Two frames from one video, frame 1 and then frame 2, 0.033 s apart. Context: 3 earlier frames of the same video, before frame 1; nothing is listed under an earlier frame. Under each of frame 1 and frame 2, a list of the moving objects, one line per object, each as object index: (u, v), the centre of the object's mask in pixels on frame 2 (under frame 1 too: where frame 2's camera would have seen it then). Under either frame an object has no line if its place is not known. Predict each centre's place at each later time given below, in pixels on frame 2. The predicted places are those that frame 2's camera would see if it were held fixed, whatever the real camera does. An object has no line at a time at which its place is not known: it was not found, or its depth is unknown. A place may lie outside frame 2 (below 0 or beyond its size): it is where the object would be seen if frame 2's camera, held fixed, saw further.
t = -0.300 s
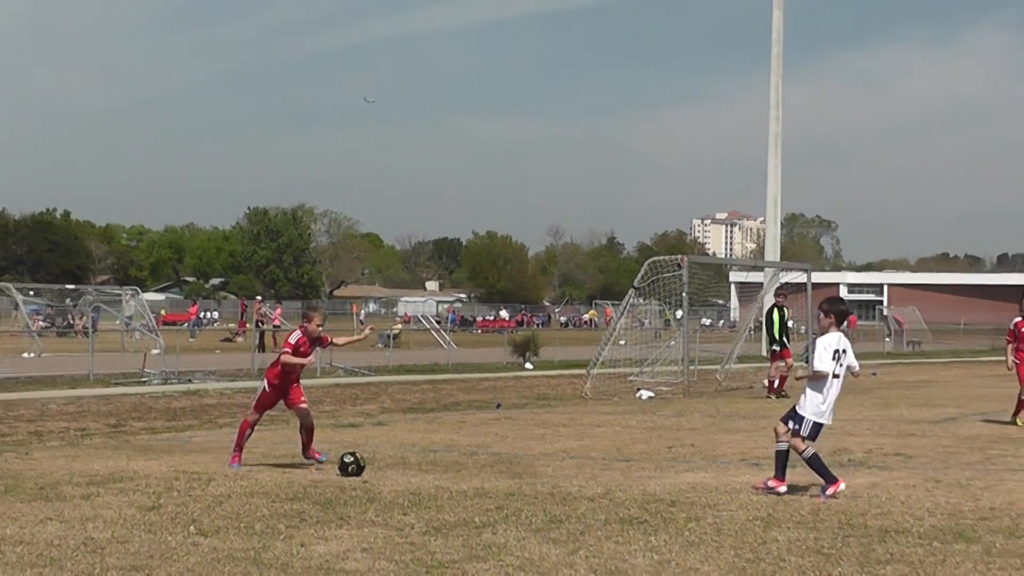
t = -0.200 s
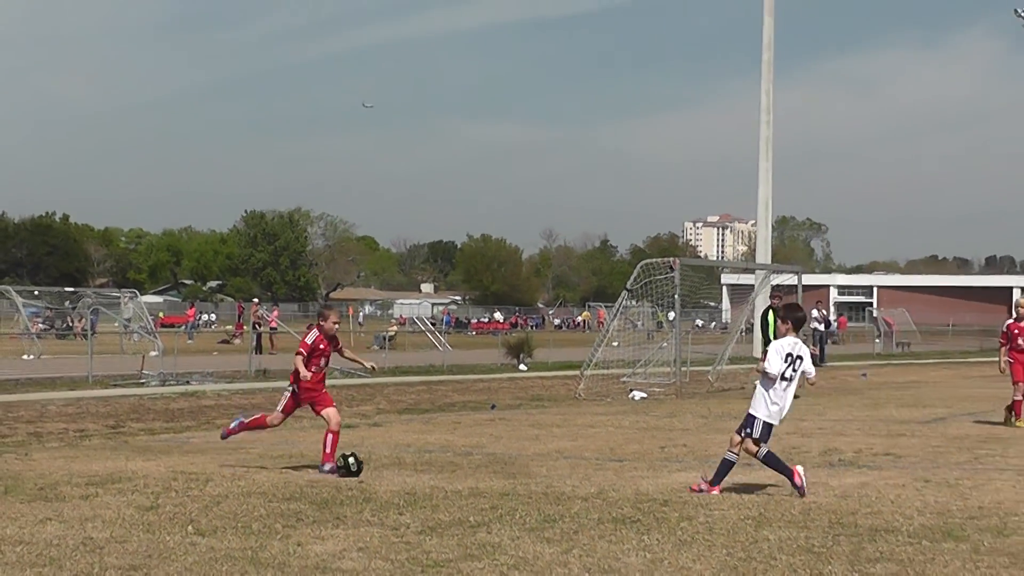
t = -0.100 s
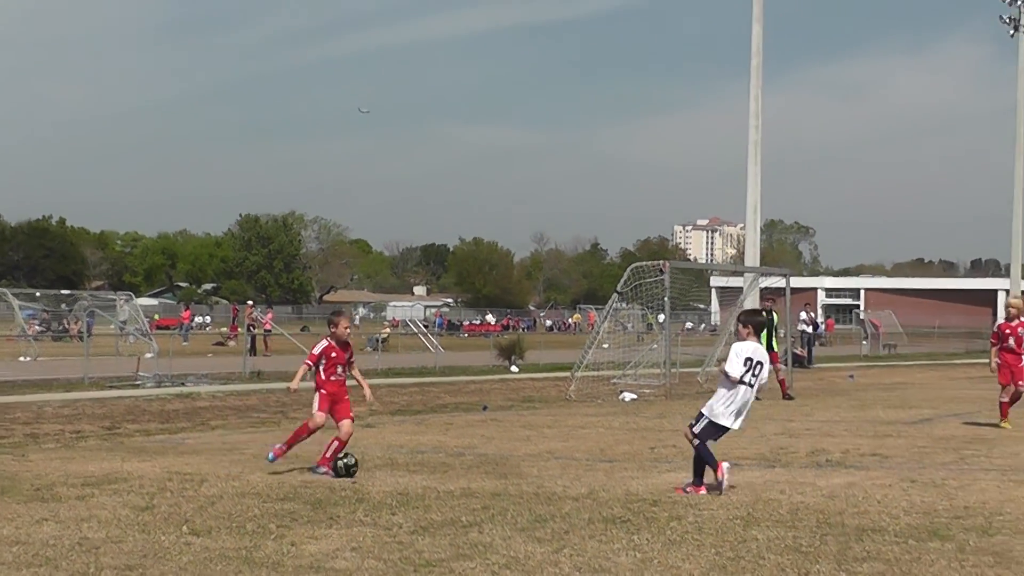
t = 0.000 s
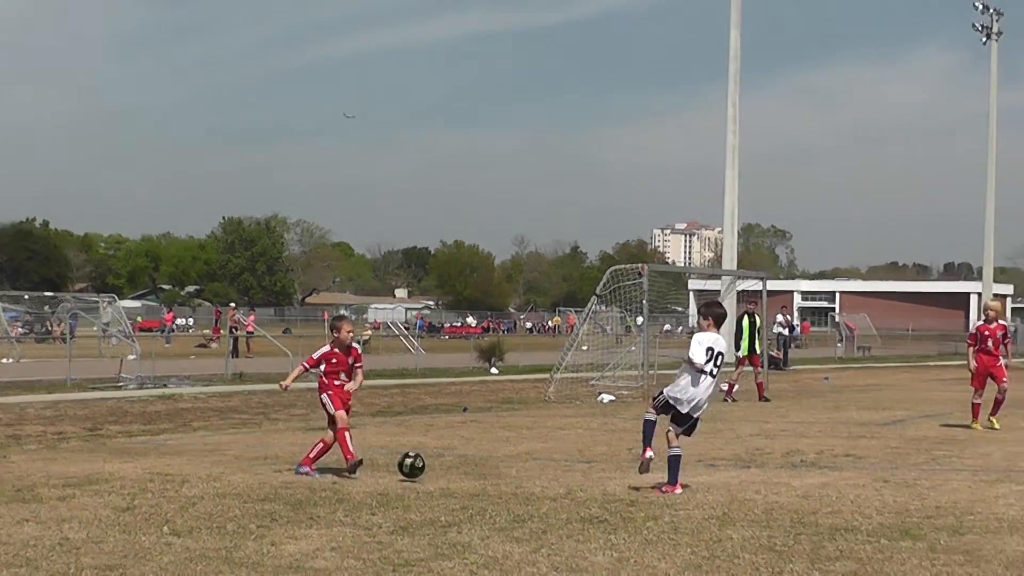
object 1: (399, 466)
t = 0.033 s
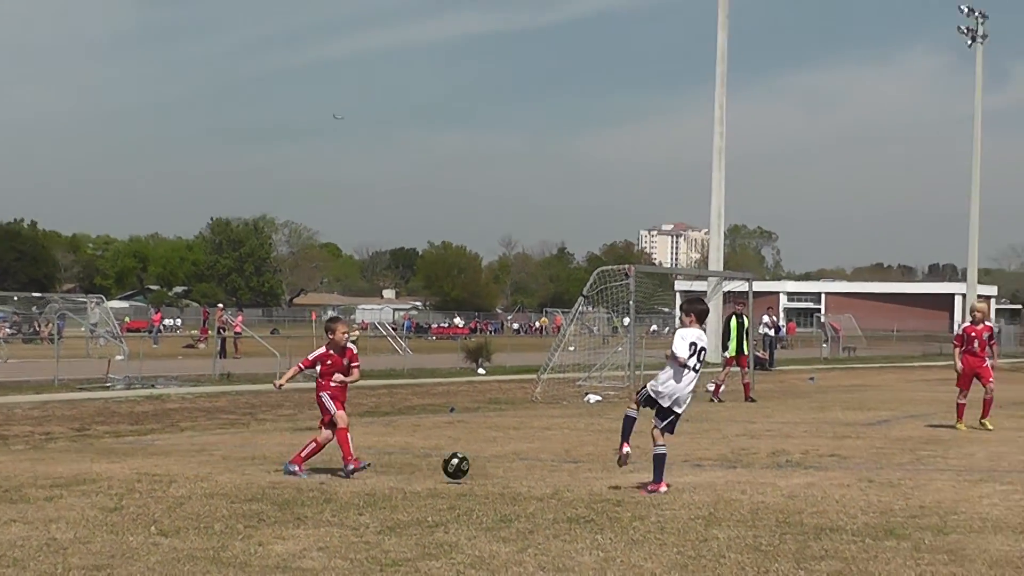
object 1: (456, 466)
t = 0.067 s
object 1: (513, 468)
